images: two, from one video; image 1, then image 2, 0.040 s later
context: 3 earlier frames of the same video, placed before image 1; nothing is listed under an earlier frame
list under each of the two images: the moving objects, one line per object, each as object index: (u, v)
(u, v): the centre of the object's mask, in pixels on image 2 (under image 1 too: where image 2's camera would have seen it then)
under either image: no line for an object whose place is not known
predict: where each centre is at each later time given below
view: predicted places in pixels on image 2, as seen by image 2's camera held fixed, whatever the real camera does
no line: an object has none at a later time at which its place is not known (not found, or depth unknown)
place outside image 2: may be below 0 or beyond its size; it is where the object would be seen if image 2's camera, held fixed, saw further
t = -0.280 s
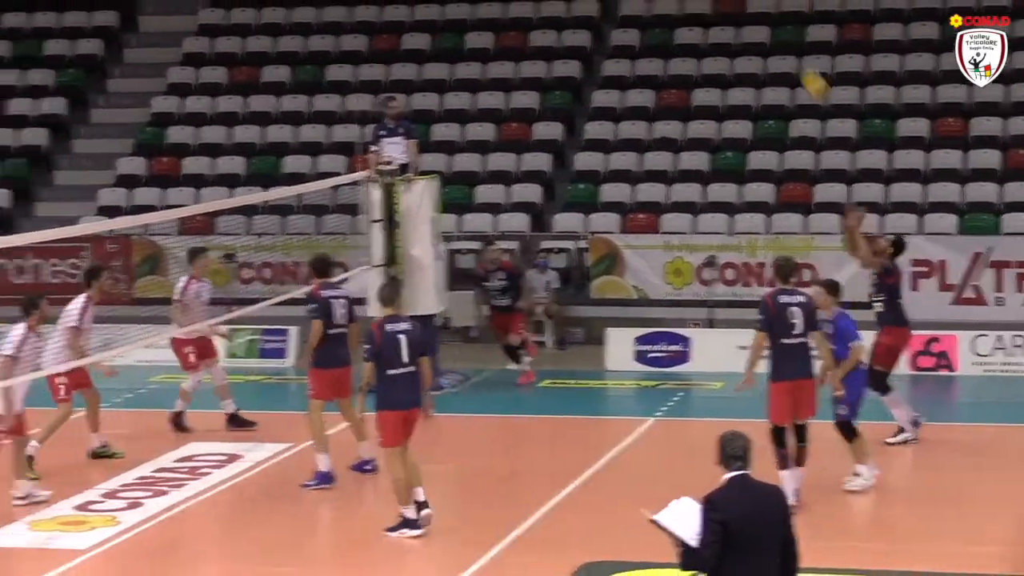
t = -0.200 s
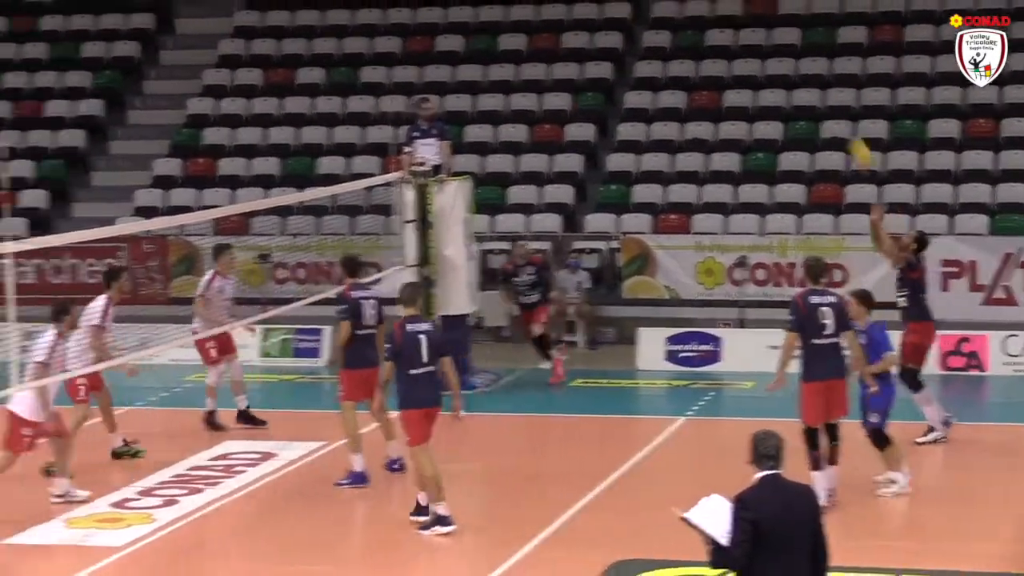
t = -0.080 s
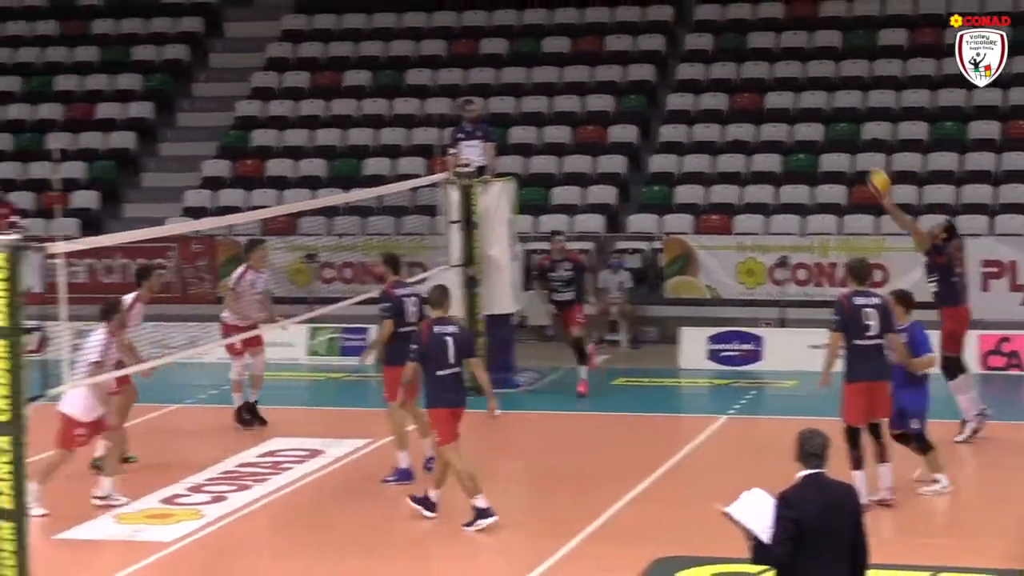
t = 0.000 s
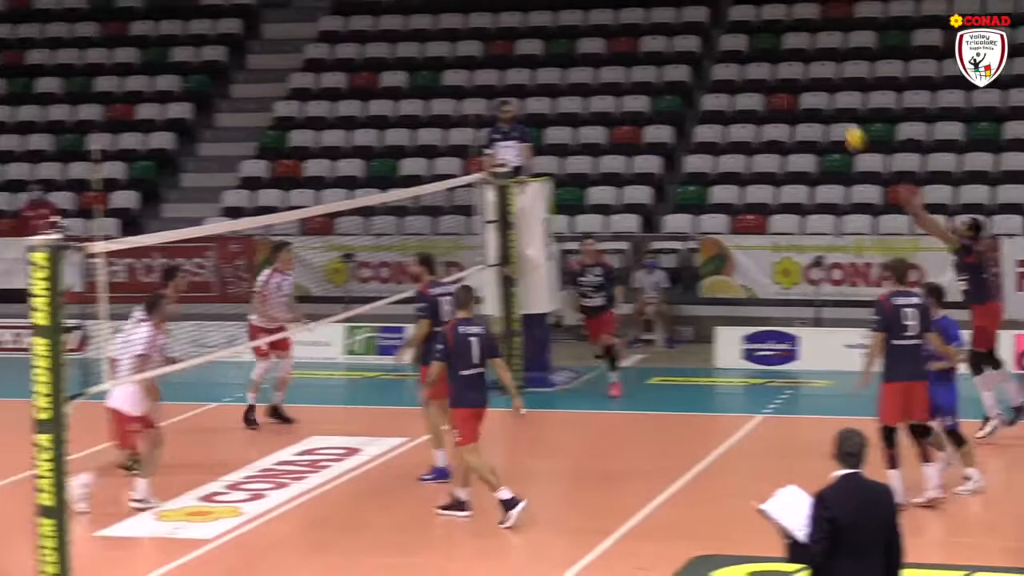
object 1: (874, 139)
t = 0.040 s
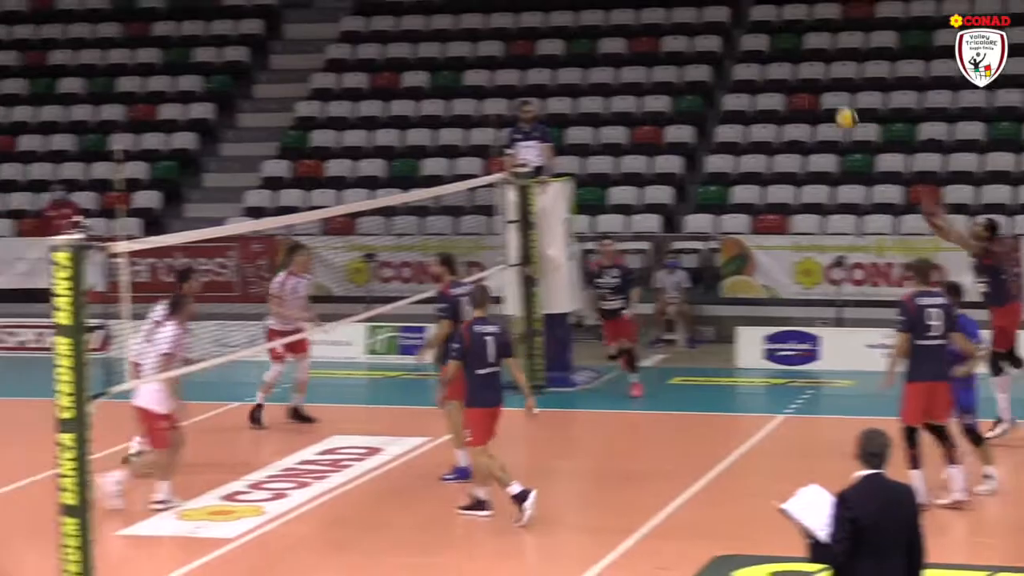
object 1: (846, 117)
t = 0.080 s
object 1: (820, 102)
